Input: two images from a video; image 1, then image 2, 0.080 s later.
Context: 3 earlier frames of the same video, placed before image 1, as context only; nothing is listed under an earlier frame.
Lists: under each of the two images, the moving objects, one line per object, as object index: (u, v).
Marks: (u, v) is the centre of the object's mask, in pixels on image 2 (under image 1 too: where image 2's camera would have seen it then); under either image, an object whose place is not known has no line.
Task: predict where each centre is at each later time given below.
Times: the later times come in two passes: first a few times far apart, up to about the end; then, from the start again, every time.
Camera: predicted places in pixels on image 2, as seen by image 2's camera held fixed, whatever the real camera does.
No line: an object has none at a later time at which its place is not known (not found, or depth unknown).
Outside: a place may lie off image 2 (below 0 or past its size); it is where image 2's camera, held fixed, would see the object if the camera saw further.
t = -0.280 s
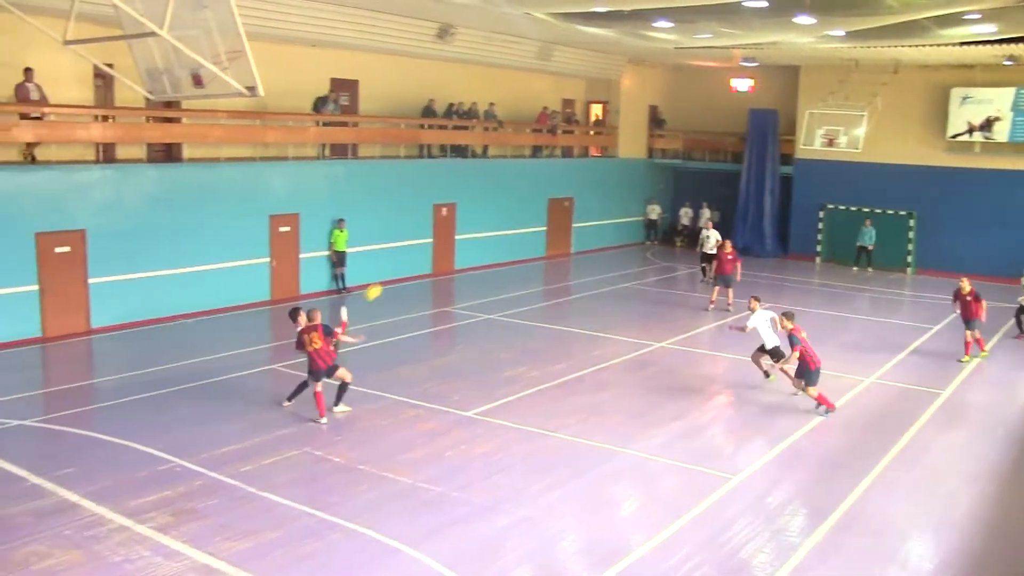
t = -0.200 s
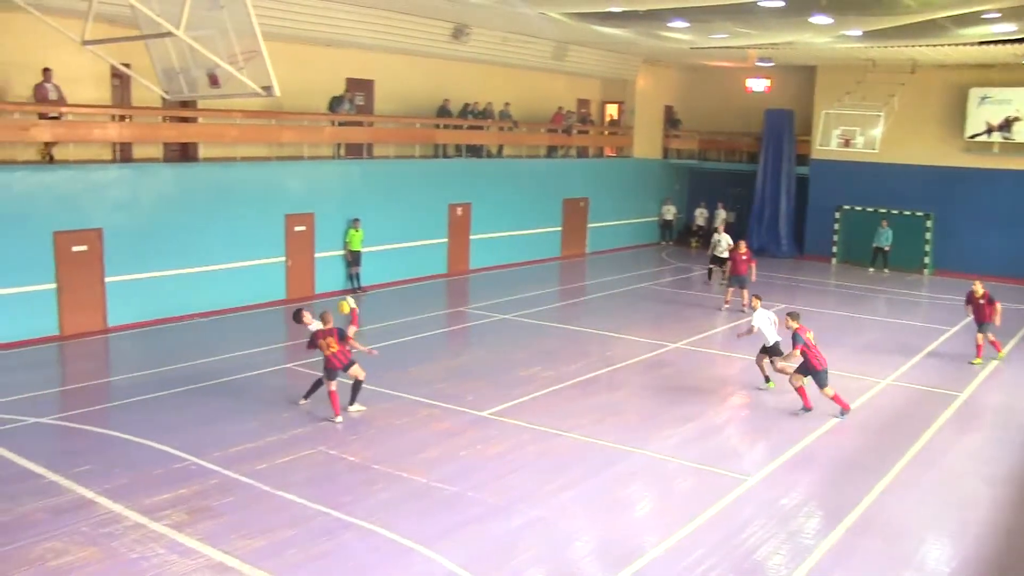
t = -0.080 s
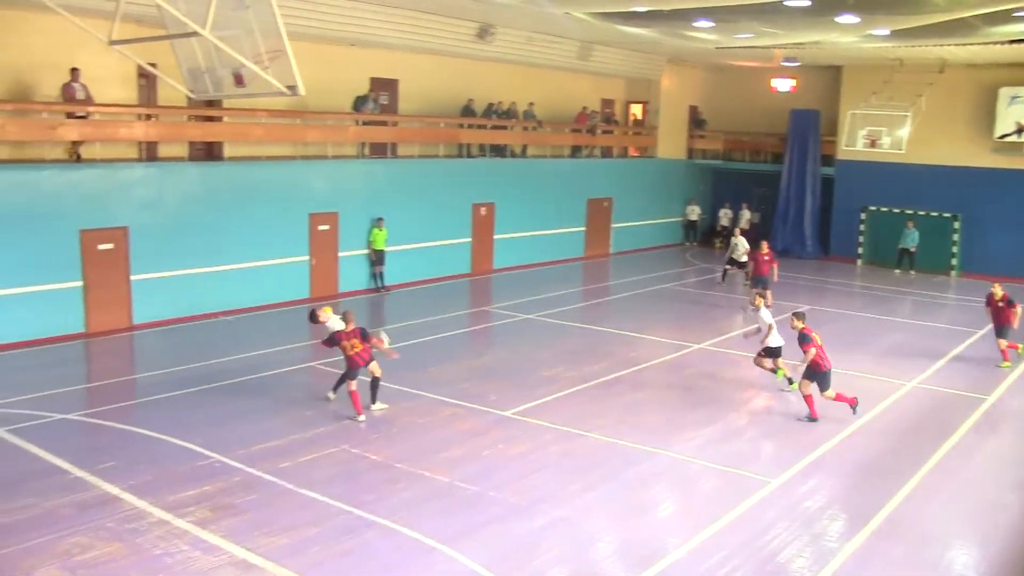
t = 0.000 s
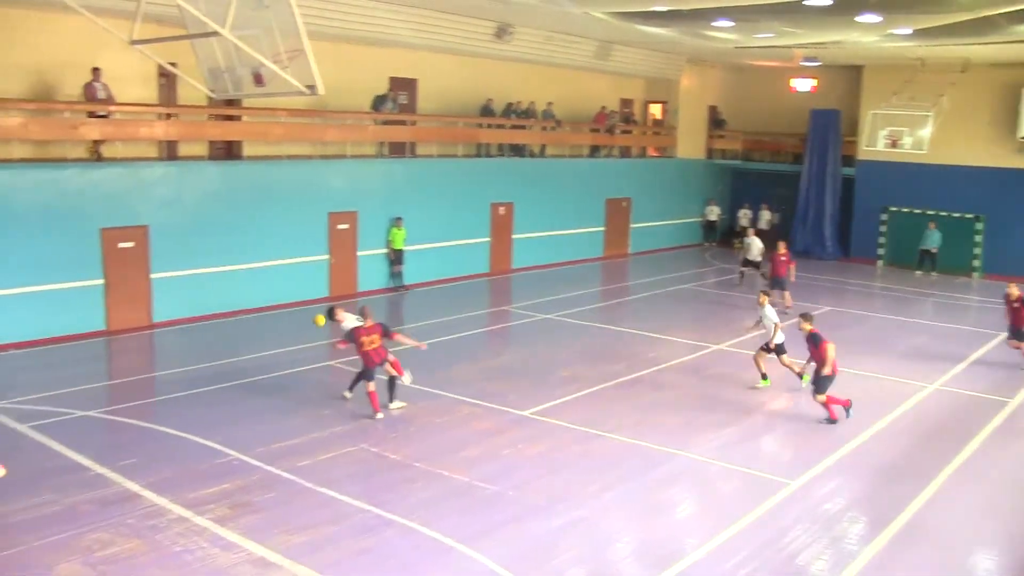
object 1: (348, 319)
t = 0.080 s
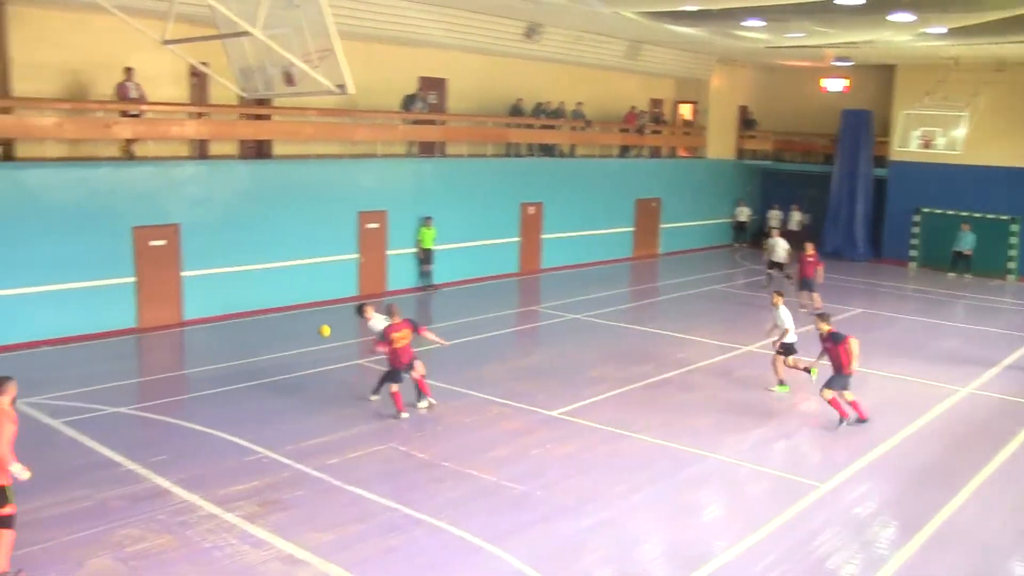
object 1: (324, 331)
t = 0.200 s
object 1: (291, 353)
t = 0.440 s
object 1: (258, 320)
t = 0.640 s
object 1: (233, 312)
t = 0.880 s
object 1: (206, 323)
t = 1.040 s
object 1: (190, 307)
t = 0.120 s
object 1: (313, 338)
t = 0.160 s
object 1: (302, 345)
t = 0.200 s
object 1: (291, 353)
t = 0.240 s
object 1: (285, 352)
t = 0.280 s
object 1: (279, 344)
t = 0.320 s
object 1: (274, 336)
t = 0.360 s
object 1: (268, 330)
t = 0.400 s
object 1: (263, 324)
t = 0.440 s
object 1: (258, 320)
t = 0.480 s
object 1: (253, 316)
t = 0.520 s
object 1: (248, 313)
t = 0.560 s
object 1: (243, 312)
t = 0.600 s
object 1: (238, 311)
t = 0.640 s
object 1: (233, 312)
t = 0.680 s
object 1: (228, 312)
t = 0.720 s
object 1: (223, 314)
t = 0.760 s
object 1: (219, 316)
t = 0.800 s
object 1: (215, 319)
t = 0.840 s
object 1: (210, 323)
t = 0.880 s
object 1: (206, 323)
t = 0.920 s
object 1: (201, 319)
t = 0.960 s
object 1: (196, 315)
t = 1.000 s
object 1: (192, 311)
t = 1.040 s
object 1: (190, 307)
